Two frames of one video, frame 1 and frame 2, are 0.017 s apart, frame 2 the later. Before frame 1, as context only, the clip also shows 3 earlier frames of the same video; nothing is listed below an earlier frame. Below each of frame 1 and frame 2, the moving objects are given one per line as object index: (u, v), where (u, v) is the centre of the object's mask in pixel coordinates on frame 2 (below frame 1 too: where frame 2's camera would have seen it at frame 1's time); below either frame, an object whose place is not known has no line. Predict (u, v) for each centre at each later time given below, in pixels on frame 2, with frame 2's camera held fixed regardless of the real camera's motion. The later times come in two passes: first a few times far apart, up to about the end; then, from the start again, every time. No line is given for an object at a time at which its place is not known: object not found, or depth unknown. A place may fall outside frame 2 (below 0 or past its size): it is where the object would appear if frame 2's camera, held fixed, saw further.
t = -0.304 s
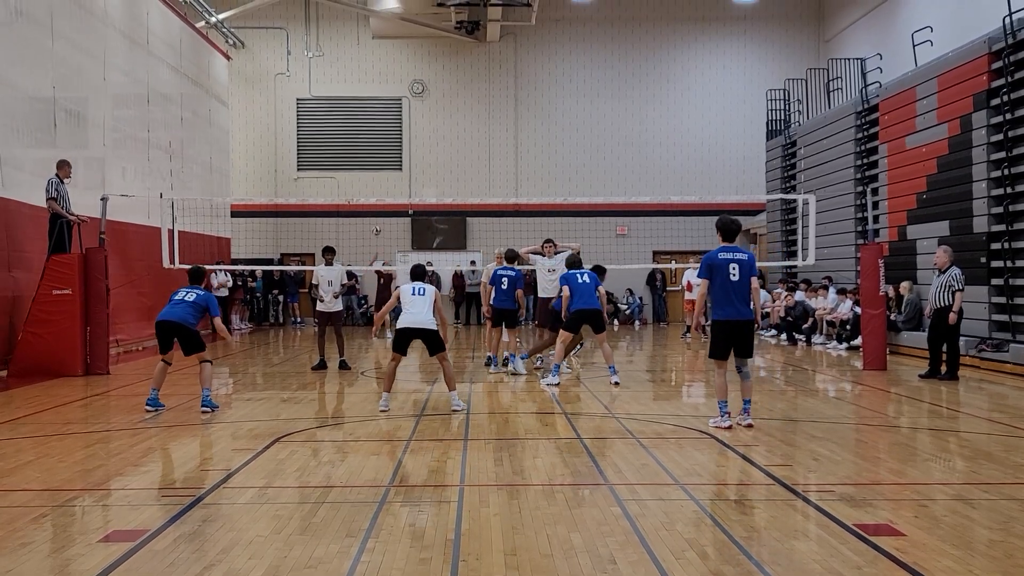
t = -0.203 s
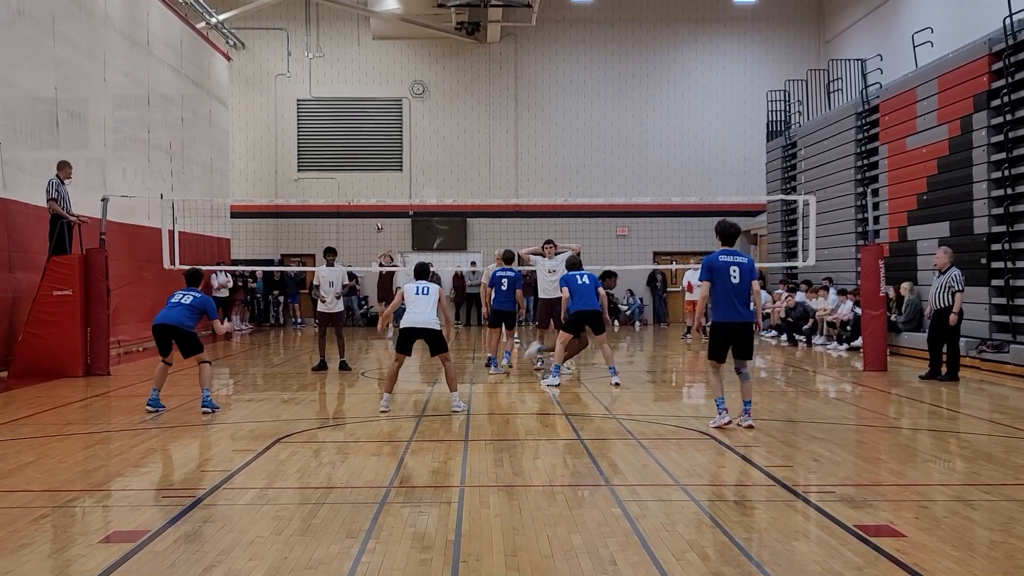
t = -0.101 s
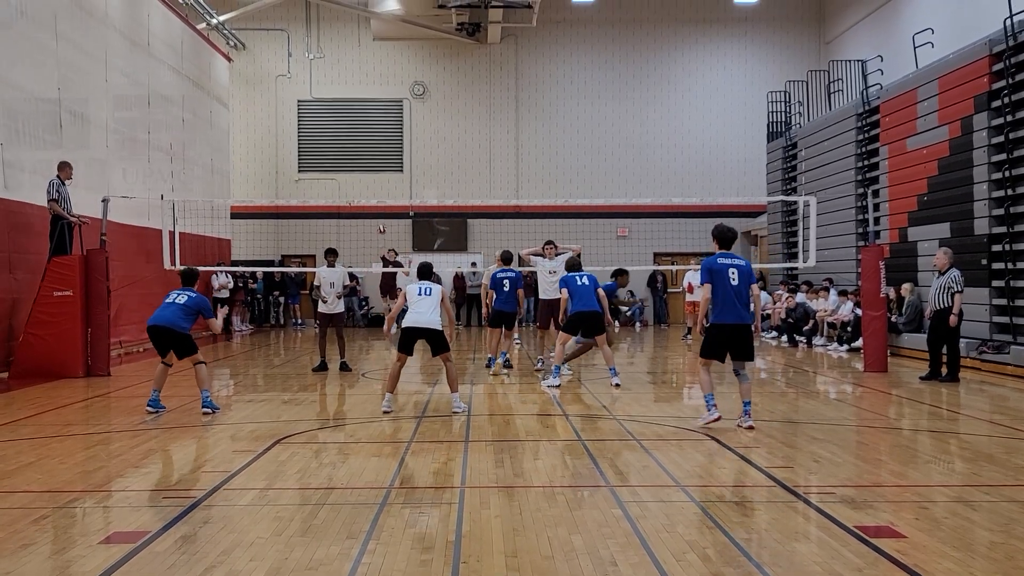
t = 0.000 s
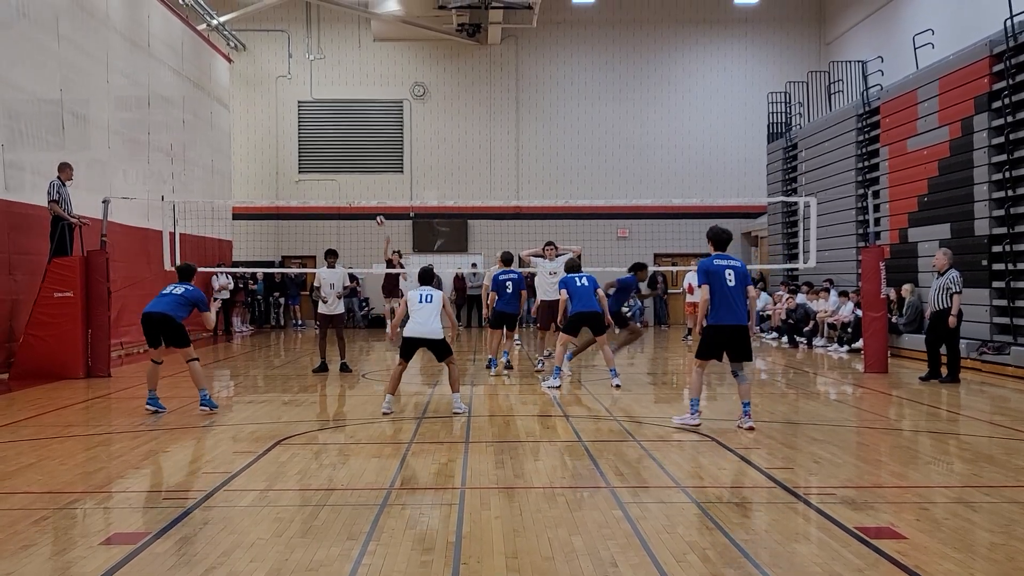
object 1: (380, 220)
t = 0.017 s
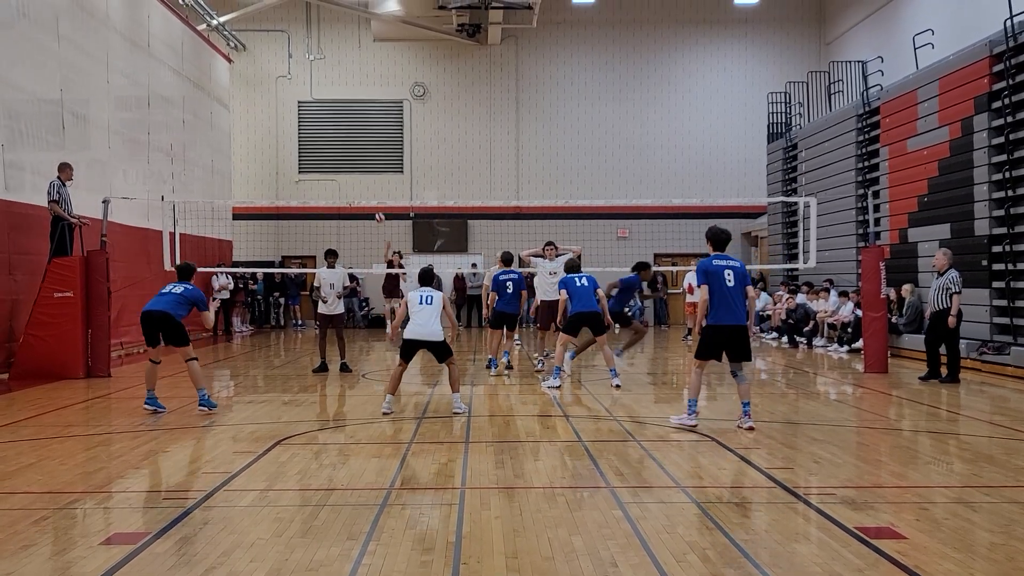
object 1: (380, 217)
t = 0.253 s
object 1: (365, 182)
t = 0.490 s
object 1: (341, 163)
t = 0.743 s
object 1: (309, 188)
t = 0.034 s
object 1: (379, 214)
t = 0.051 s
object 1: (378, 211)
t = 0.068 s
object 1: (377, 208)
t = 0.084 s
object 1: (376, 206)
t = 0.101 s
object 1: (375, 203)
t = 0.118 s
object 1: (374, 199)
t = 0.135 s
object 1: (374, 197)
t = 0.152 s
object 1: (373, 196)
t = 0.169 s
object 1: (372, 192)
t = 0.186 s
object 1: (370, 191)
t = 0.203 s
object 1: (369, 188)
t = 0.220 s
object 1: (367, 186)
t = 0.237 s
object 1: (366, 183)
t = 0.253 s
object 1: (365, 182)
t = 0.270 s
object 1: (363, 178)
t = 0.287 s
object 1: (361, 177)
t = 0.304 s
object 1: (360, 175)
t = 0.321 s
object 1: (359, 172)
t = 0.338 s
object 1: (356, 170)
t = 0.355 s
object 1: (356, 169)
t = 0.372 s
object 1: (353, 168)
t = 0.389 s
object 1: (352, 166)
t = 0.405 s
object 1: (350, 166)
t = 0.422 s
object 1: (348, 164)
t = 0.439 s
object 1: (346, 164)
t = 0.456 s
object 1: (345, 162)
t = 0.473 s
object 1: (343, 163)
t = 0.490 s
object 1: (341, 163)
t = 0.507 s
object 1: (339, 163)
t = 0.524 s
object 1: (337, 163)
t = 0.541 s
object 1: (334, 163)
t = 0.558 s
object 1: (332, 163)
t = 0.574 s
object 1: (331, 164)
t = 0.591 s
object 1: (328, 166)
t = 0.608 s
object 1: (326, 167)
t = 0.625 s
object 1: (324, 168)
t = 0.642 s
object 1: (323, 170)
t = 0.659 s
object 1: (321, 172)
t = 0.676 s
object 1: (318, 175)
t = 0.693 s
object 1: (316, 178)
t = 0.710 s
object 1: (314, 182)
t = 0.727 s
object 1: (311, 185)
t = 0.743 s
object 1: (309, 188)
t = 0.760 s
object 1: (306, 192)
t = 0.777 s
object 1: (302, 197)
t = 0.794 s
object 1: (300, 203)
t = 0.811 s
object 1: (296, 209)
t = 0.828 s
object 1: (293, 214)
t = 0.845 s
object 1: (289, 221)
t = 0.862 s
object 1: (286, 228)
